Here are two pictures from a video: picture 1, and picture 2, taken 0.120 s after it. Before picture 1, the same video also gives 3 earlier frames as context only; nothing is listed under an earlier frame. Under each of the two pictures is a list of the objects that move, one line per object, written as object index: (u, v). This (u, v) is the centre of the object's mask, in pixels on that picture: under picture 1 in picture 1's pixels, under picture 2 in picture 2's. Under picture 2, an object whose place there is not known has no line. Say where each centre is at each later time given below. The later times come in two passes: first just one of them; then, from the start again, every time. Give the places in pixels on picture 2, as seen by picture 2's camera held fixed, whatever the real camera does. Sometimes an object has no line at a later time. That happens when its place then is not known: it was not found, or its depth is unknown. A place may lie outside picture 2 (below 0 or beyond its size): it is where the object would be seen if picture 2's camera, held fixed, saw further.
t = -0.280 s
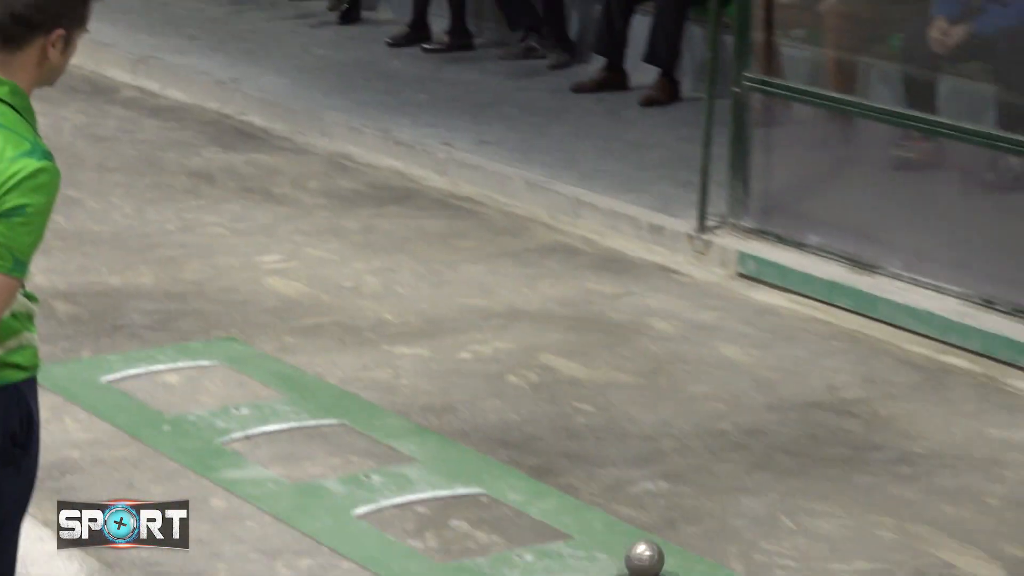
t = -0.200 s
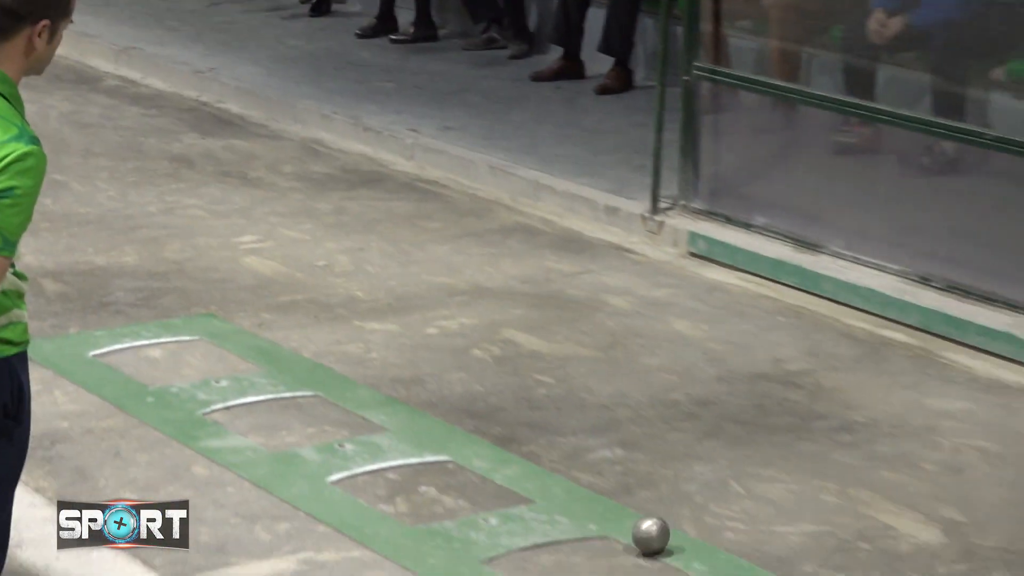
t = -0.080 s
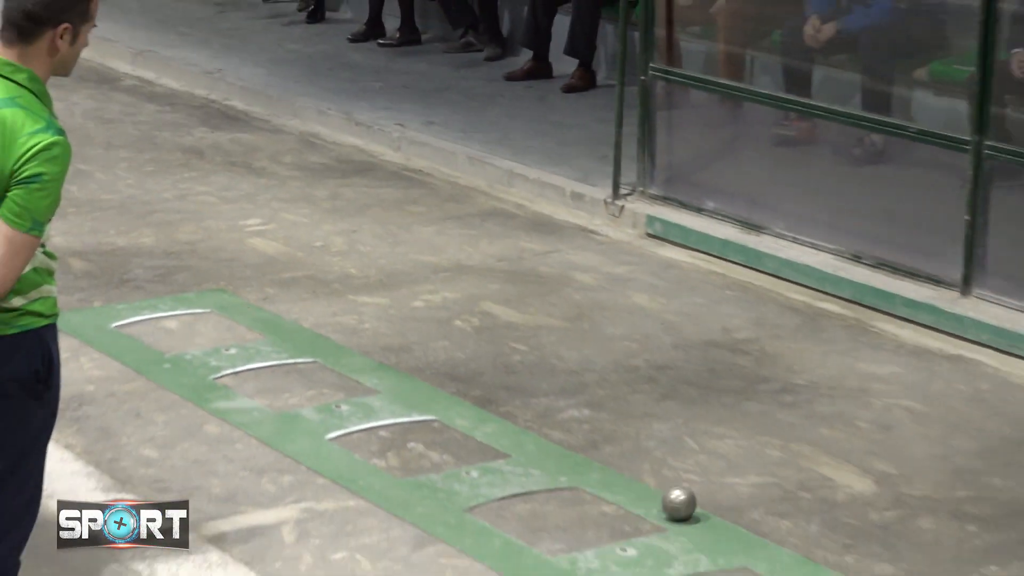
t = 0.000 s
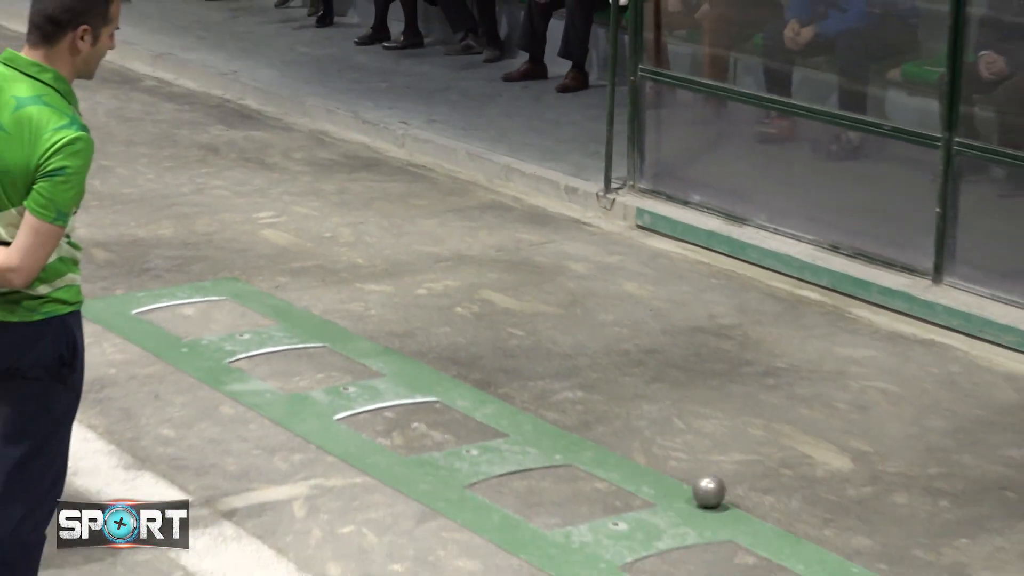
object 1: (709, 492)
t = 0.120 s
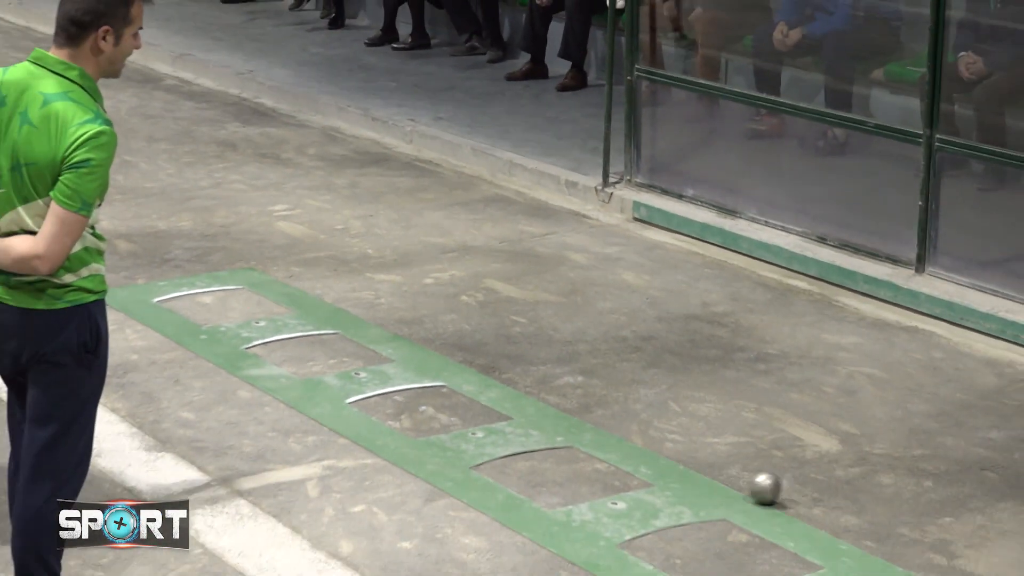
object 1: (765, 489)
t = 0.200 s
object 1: (806, 504)
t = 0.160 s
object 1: (786, 498)
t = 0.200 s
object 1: (806, 504)
